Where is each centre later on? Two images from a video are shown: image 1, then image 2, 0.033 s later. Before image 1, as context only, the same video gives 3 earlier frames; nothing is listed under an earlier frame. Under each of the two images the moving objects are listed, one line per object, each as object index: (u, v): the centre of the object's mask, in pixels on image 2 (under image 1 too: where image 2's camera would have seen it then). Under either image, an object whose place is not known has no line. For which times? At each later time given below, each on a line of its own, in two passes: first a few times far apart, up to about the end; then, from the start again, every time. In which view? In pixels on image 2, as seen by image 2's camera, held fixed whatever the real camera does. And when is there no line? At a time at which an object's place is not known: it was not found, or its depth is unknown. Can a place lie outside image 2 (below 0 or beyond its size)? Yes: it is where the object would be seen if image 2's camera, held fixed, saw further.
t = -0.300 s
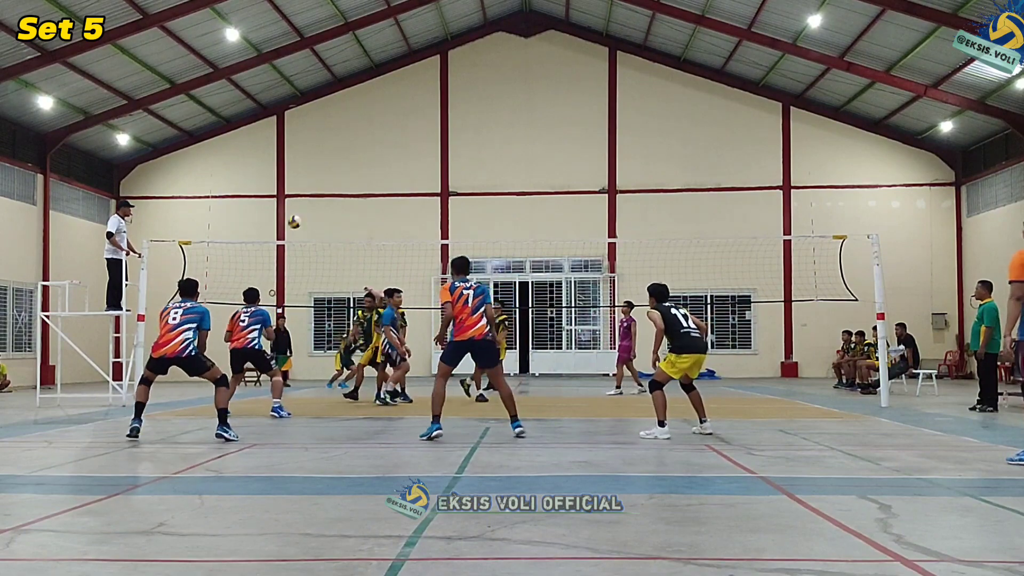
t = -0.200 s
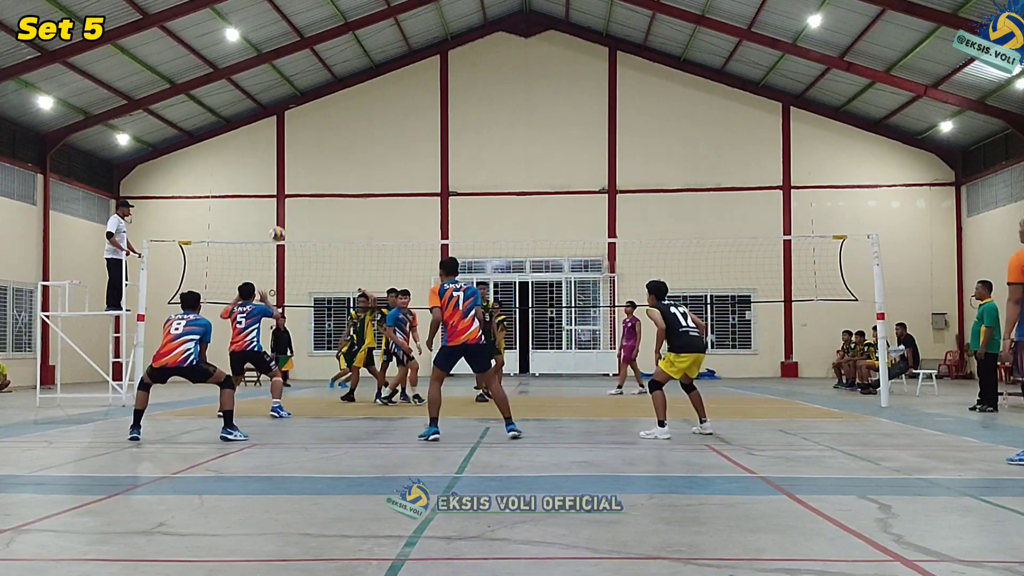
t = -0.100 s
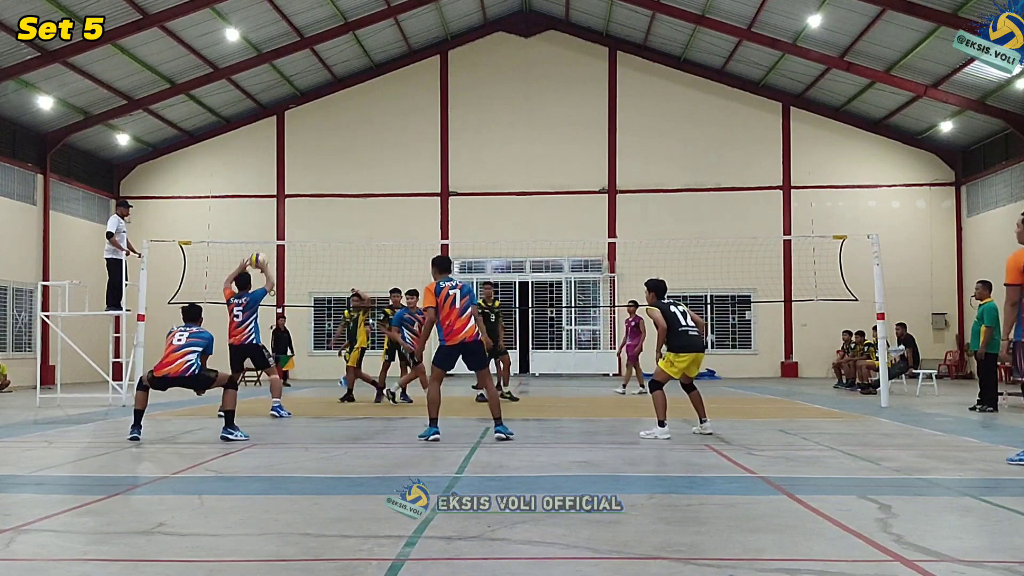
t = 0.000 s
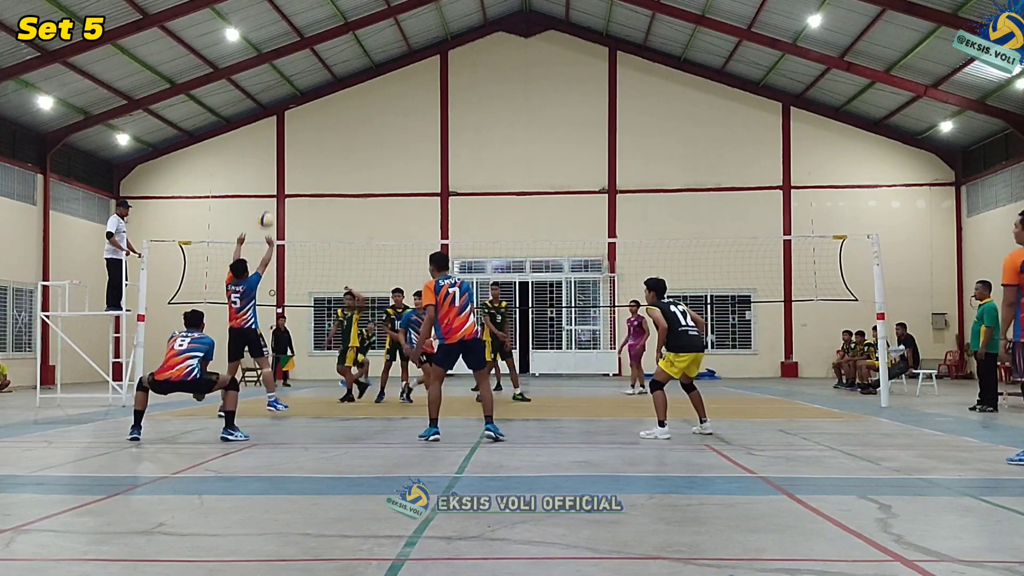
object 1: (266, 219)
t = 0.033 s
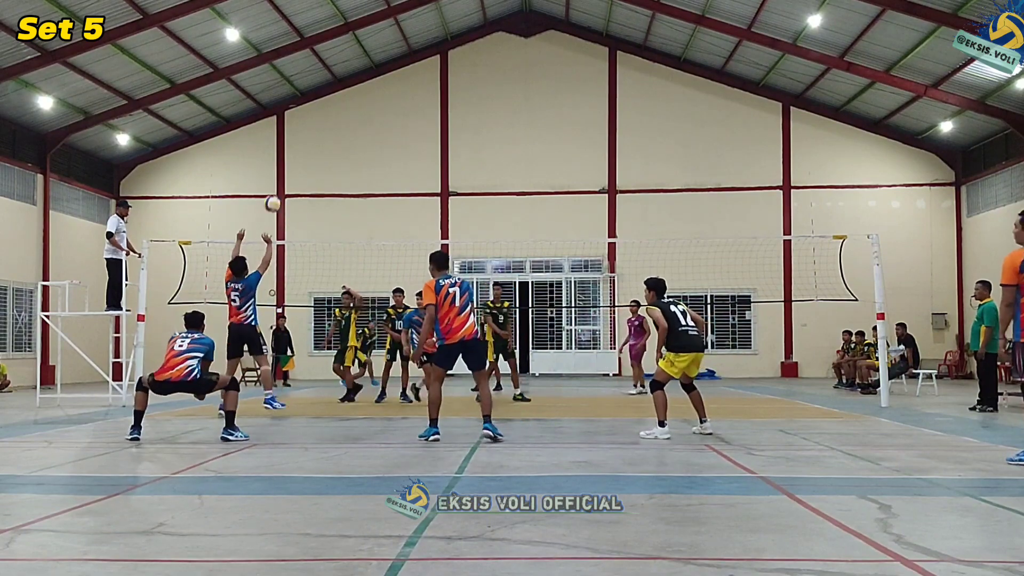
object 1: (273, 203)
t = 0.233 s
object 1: (303, 126)
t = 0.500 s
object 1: (343, 82)
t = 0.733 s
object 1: (377, 85)
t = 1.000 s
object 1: (414, 135)
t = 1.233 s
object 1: (443, 217)
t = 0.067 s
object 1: (278, 188)
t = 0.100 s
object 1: (282, 173)
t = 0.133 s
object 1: (288, 160)
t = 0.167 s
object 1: (293, 148)
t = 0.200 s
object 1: (298, 136)
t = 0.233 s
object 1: (303, 126)
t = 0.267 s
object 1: (308, 116)
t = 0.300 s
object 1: (313, 107)
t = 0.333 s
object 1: (318, 100)
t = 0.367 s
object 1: (324, 98)
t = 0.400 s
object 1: (329, 92)
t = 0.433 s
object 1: (334, 88)
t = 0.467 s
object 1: (339, 84)
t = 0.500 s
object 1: (343, 82)
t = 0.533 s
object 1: (349, 80)
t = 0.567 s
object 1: (353, 79)
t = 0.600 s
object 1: (358, 78)
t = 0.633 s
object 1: (363, 79)
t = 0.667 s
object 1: (368, 80)
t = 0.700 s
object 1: (372, 82)
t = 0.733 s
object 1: (377, 85)
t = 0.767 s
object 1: (382, 89)
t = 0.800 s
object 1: (386, 93)
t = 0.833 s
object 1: (392, 98)
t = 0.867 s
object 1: (396, 104)
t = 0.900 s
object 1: (401, 110)
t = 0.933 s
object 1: (405, 118)
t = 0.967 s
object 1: (409, 126)
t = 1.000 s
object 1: (414, 135)
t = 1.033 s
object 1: (418, 145)
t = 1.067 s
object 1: (422, 155)
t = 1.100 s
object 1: (426, 166)
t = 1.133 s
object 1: (431, 178)
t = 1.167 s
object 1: (435, 190)
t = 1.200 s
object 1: (439, 203)
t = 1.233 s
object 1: (443, 217)
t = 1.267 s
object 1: (446, 231)
